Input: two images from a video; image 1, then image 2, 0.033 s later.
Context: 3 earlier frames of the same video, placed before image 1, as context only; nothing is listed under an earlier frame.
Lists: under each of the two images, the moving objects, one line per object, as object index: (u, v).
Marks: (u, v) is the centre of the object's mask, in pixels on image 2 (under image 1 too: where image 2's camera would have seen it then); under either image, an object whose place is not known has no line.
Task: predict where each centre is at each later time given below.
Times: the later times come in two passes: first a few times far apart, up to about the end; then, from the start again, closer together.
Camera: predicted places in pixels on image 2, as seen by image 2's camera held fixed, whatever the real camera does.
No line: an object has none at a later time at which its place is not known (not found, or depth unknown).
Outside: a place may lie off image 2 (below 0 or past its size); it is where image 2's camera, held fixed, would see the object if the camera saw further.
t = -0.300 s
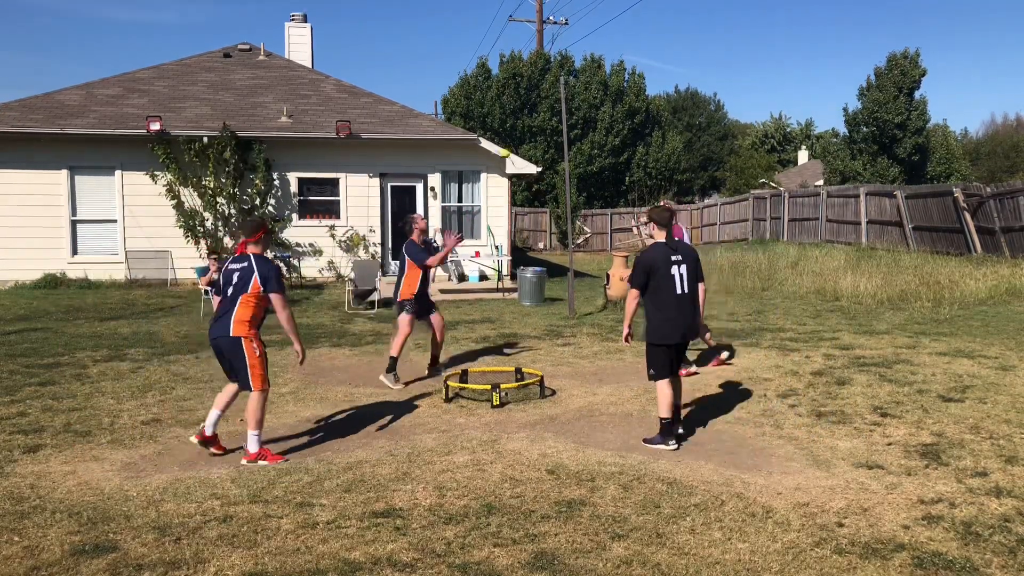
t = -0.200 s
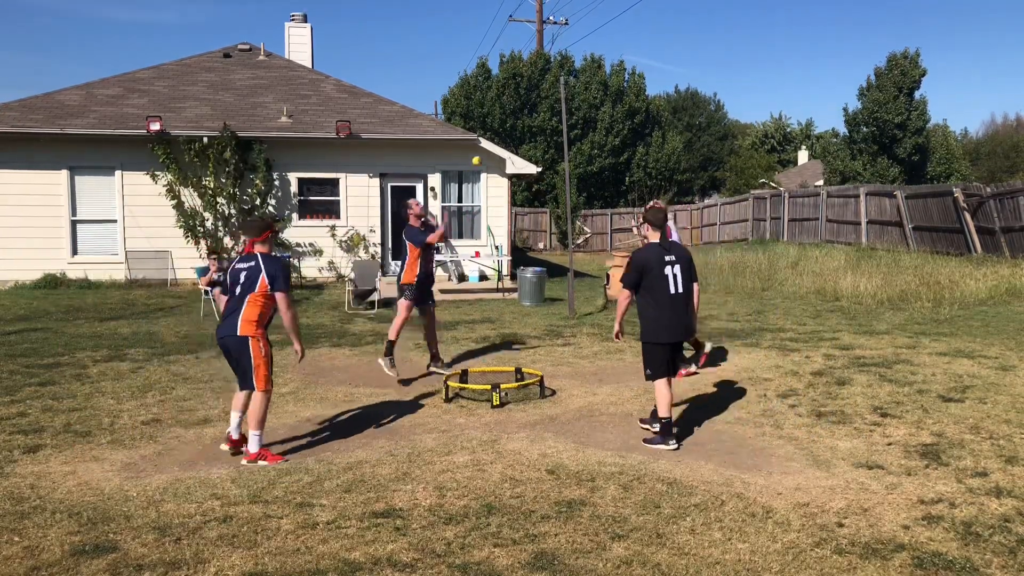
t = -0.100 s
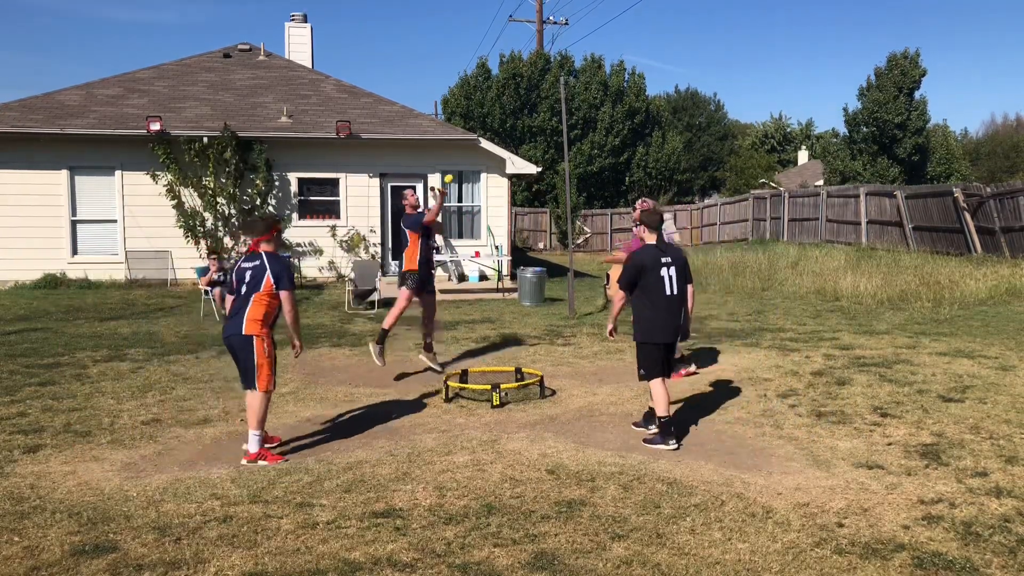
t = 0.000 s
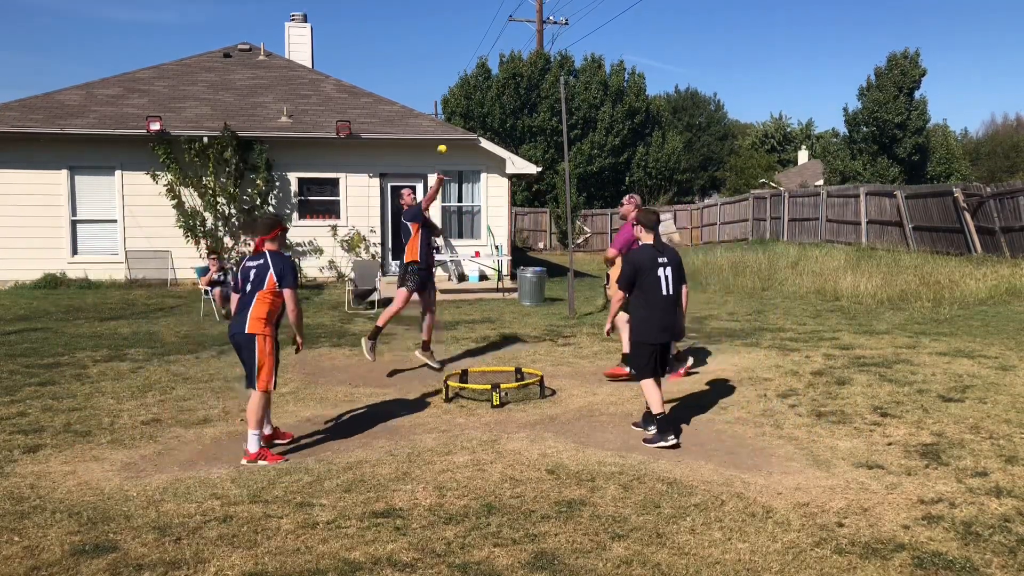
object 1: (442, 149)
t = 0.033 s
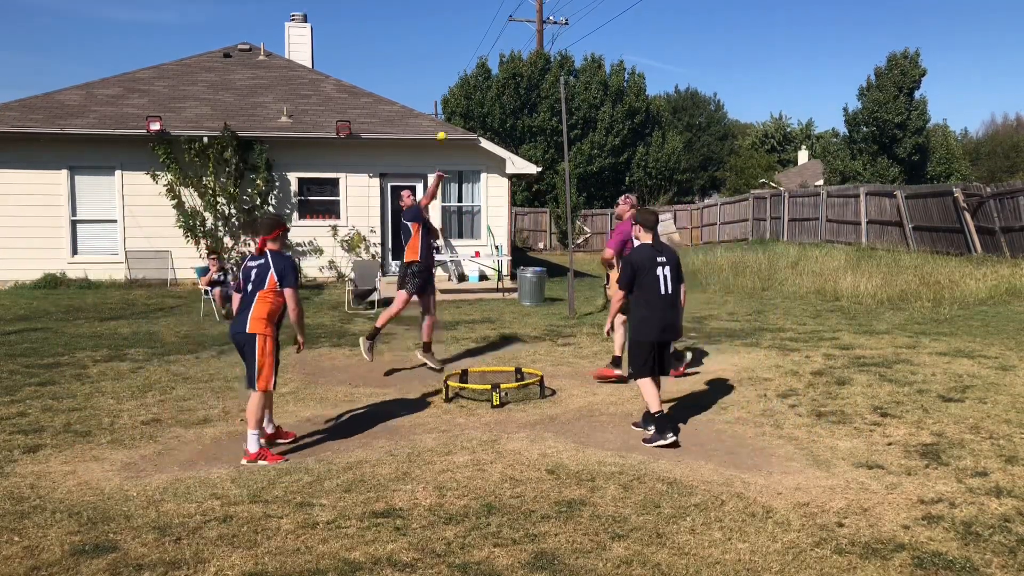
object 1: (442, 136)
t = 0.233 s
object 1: (441, 84)
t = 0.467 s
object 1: (439, 71)
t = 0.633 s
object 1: (437, 95)
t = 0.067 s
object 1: (441, 125)
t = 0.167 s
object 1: (440, 97)
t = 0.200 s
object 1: (441, 90)
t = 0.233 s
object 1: (441, 84)
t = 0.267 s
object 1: (441, 79)
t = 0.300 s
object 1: (441, 74)
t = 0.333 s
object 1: (440, 71)
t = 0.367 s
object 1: (440, 69)
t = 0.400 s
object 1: (439, 69)
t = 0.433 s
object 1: (439, 69)
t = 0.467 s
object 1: (439, 71)
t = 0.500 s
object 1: (438, 73)
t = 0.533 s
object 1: (438, 77)
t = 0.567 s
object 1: (437, 82)
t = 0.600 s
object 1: (437, 88)
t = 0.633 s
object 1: (437, 95)
